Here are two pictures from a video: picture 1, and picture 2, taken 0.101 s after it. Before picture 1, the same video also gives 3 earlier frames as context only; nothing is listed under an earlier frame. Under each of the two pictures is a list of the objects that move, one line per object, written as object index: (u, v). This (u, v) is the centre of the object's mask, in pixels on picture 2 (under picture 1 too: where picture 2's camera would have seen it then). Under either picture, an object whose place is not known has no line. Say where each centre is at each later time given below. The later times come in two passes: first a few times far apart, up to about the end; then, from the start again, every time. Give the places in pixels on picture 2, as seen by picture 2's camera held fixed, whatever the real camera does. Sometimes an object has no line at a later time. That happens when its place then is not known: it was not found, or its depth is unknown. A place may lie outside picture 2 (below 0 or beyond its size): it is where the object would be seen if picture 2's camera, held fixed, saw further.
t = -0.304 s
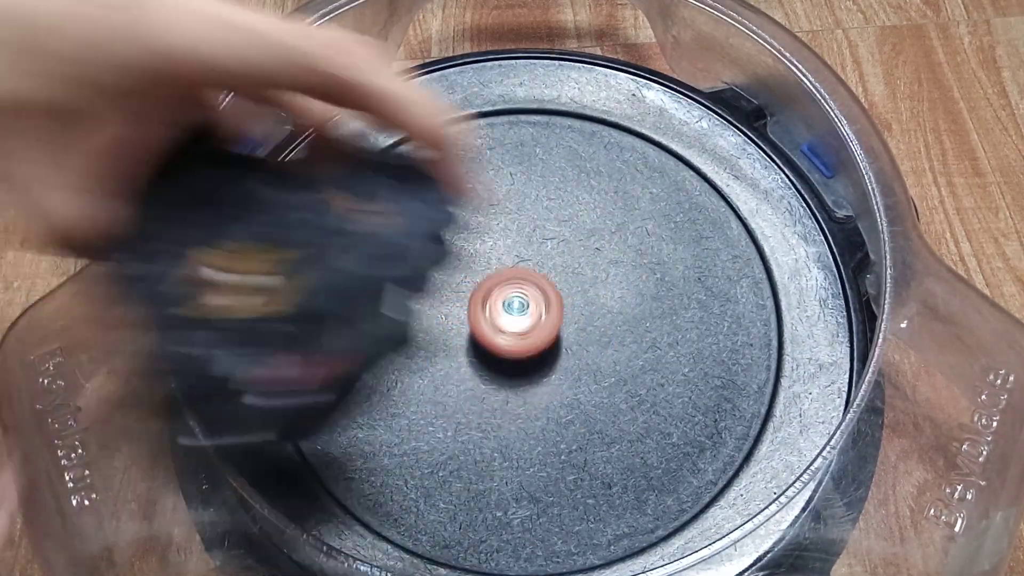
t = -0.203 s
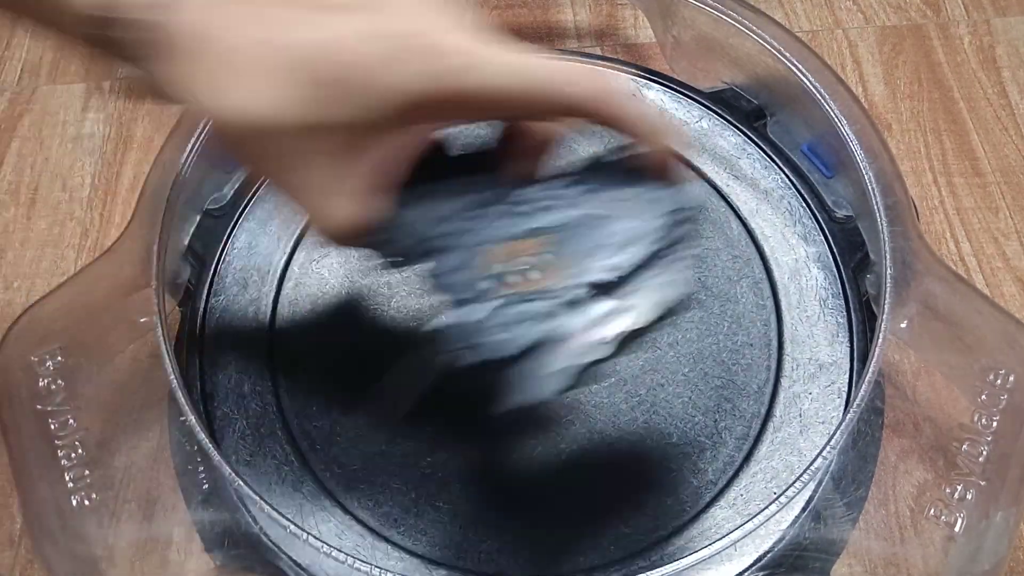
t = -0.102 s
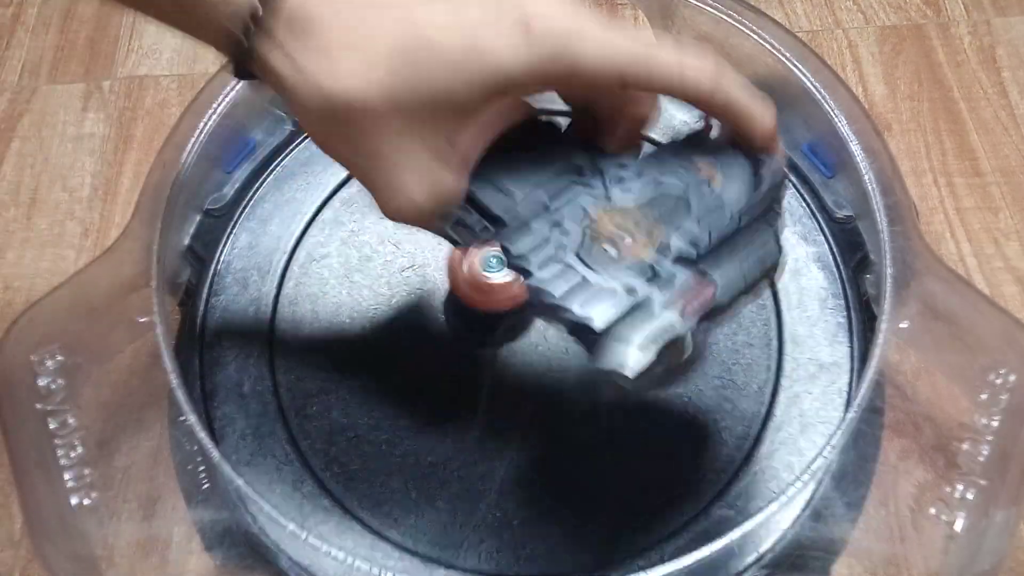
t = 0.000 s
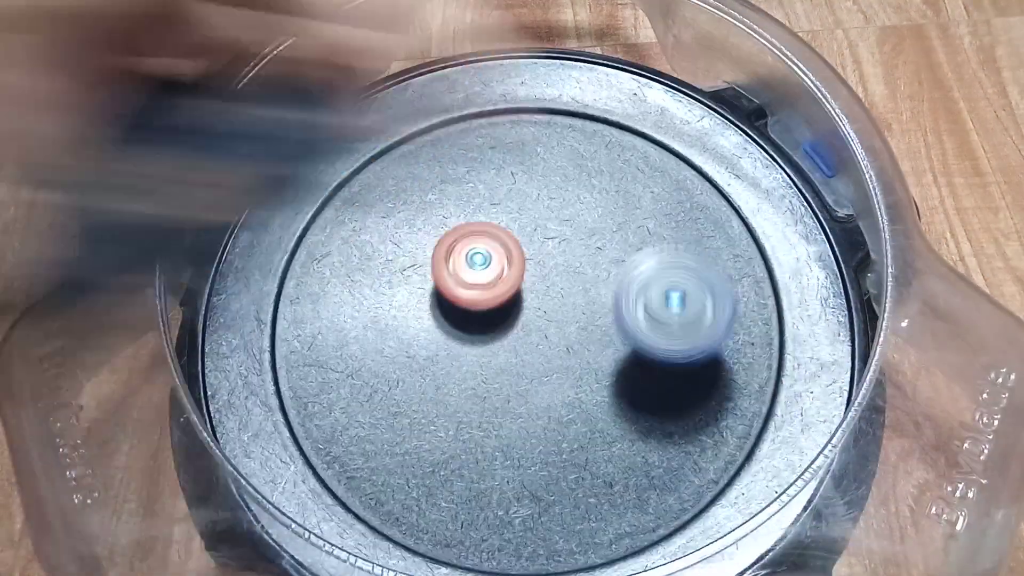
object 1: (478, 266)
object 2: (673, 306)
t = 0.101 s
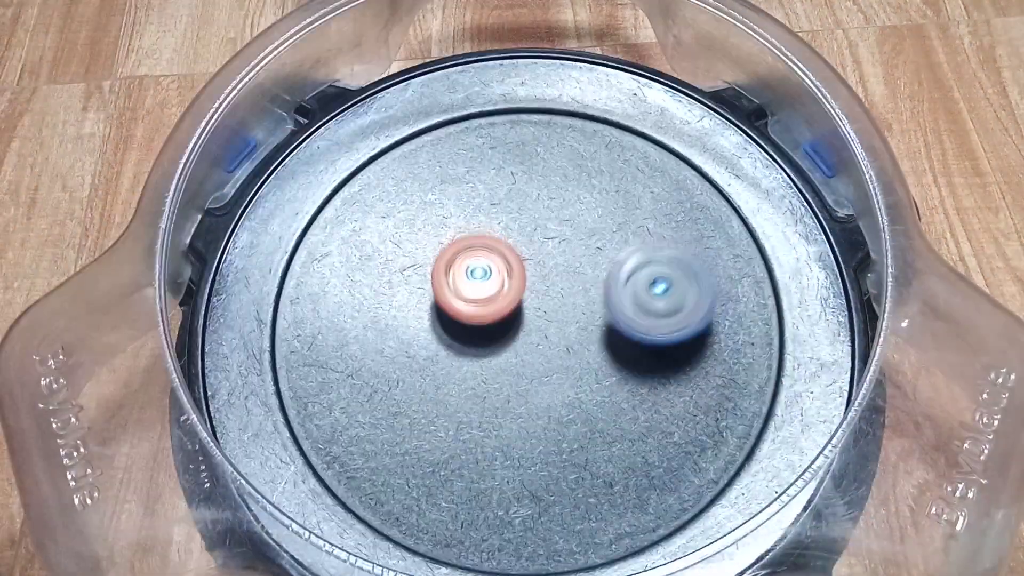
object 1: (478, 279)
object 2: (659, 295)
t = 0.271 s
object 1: (496, 311)
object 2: (609, 280)
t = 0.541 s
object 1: (404, 351)
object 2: (661, 253)
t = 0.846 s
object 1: (512, 348)
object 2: (612, 303)
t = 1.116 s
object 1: (506, 315)
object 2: (601, 209)
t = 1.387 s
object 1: (478, 291)
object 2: (621, 269)
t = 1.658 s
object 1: (305, 340)
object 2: (587, 281)
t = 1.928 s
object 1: (412, 353)
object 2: (535, 265)
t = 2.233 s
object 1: (480, 479)
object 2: (589, 142)
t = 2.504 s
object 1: (543, 426)
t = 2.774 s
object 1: (303, 367)
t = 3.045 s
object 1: (126, 416)
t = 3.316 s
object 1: (136, 435)
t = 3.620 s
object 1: (135, 428)
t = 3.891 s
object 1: (134, 412)
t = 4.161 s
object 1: (132, 413)
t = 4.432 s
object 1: (133, 415)
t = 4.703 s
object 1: (132, 418)
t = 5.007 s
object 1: (126, 418)
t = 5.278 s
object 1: (127, 422)
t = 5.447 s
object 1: (126, 425)
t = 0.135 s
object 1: (479, 287)
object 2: (651, 287)
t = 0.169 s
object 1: (483, 295)
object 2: (642, 280)
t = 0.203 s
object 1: (487, 302)
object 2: (629, 284)
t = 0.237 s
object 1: (491, 307)
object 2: (618, 287)
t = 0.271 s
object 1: (496, 311)
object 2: (609, 280)
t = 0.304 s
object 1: (492, 317)
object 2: (607, 279)
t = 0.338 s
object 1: (465, 329)
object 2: (618, 267)
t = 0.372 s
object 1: (441, 339)
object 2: (629, 258)
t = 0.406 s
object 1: (423, 346)
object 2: (639, 252)
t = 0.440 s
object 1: (411, 351)
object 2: (647, 248)
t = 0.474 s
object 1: (404, 352)
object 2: (653, 248)
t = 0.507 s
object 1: (401, 352)
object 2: (656, 250)
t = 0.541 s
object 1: (404, 351)
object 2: (661, 253)
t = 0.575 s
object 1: (411, 351)
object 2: (664, 259)
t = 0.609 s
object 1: (422, 349)
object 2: (664, 268)
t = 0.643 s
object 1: (433, 348)
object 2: (665, 277)
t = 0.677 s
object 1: (448, 348)
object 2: (665, 285)
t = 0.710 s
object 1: (462, 348)
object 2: (663, 295)
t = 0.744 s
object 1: (477, 348)
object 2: (656, 302)
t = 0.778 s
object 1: (491, 348)
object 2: (644, 305)
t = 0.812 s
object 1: (505, 347)
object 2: (628, 307)
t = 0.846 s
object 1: (512, 348)
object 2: (612, 303)
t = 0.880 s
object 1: (511, 349)
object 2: (604, 294)
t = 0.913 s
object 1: (508, 350)
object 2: (597, 282)
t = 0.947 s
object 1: (505, 347)
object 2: (592, 268)
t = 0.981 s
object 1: (504, 343)
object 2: (588, 255)
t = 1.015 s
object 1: (505, 336)
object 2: (587, 242)
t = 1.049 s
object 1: (506, 328)
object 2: (588, 228)
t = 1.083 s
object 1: (506, 321)
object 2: (593, 217)
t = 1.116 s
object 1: (506, 315)
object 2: (601, 209)
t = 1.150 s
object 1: (505, 310)
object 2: (612, 203)
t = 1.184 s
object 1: (503, 304)
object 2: (623, 202)
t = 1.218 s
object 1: (500, 298)
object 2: (634, 207)
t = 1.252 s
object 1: (496, 293)
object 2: (641, 214)
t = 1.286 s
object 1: (490, 289)
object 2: (643, 226)
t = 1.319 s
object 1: (485, 287)
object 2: (641, 240)
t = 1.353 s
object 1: (481, 288)
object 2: (635, 255)
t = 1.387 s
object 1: (478, 291)
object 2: (621, 269)
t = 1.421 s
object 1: (478, 295)
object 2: (603, 283)
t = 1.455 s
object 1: (475, 300)
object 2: (587, 289)
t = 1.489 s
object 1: (428, 310)
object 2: (596, 290)
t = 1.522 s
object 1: (386, 320)
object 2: (600, 285)
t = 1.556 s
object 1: (351, 328)
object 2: (599, 283)
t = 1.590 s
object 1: (324, 333)
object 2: (595, 282)
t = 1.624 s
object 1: (309, 337)
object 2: (591, 281)
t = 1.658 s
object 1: (305, 340)
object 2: (587, 281)
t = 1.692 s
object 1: (309, 343)
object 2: (582, 280)
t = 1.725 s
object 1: (317, 346)
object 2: (576, 280)
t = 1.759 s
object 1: (327, 350)
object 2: (569, 279)
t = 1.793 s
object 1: (341, 352)
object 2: (563, 278)
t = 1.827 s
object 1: (357, 354)
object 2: (555, 275)
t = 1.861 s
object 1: (374, 355)
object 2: (548, 273)
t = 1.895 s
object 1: (393, 355)
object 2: (541, 270)
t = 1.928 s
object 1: (412, 353)
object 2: (535, 265)
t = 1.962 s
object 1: (432, 351)
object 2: (530, 259)
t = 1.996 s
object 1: (451, 346)
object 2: (526, 254)
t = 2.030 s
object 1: (468, 342)
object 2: (524, 250)
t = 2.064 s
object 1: (483, 337)
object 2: (523, 247)
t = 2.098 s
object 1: (490, 353)
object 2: (526, 237)
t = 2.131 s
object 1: (484, 396)
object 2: (539, 201)
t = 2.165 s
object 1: (481, 430)
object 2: (551, 176)
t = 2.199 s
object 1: (479, 459)
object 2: (570, 155)
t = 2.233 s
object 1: (480, 479)
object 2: (589, 142)
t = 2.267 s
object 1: (483, 490)
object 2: (616, 133)
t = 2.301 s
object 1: (488, 491)
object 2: (641, 134)
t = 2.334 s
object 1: (496, 485)
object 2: (669, 144)
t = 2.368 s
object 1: (505, 477)
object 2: (691, 163)
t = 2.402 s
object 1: (515, 466)
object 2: (707, 193)
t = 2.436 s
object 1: (526, 454)
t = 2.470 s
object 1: (535, 440)
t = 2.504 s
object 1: (543, 426)
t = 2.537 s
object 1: (547, 412)
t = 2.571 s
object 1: (501, 413)
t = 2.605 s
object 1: (447, 412)
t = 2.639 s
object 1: (401, 408)
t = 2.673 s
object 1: (364, 399)
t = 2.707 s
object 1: (334, 388)
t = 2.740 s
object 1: (315, 377)
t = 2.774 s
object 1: (303, 367)
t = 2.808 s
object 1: (298, 359)
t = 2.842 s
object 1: (300, 352)
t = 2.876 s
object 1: (307, 348)
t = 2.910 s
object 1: (292, 350)
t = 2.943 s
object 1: (229, 354)
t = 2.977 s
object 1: (150, 373)
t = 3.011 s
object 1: (103, 396)
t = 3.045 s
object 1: (126, 416)
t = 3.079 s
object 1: (130, 441)
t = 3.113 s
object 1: (132, 436)
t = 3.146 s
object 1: (135, 425)
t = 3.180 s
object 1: (129, 413)
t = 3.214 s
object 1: (132, 410)
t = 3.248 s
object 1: (129, 415)
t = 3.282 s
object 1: (131, 426)
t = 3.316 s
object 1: (136, 435)
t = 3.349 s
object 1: (138, 440)
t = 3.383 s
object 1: (139, 443)
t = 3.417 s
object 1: (138, 443)
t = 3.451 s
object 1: (137, 443)
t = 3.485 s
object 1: (137, 441)
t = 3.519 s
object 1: (136, 437)
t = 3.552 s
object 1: (136, 434)
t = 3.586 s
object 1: (137, 430)
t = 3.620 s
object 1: (135, 428)
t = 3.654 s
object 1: (135, 426)
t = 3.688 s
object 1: (136, 423)
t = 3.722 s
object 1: (134, 422)
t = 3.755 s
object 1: (132, 420)
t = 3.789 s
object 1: (132, 418)
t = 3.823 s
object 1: (133, 416)
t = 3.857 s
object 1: (135, 414)
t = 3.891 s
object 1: (134, 412)
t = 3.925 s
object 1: (133, 412)
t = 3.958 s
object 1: (131, 411)
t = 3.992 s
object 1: (131, 411)
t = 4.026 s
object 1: (131, 411)
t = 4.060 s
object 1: (130, 411)
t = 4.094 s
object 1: (131, 411)
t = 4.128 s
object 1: (131, 412)
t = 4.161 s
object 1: (132, 413)
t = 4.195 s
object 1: (131, 413)
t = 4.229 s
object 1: (131, 413)
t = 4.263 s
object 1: (132, 413)
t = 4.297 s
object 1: (132, 414)
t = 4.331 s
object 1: (132, 414)
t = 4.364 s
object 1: (132, 414)
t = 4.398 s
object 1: (132, 414)
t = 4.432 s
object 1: (133, 415)
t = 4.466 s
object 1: (133, 416)
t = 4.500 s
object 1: (134, 417)
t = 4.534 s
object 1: (134, 417)
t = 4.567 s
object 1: (134, 418)
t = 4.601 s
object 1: (134, 418)
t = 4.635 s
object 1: (133, 418)
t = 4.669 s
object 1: (133, 418)
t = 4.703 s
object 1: (132, 418)
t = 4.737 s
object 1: (131, 418)
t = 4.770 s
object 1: (131, 418)
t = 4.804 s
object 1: (131, 418)
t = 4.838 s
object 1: (131, 418)
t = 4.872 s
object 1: (130, 419)
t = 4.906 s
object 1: (129, 419)
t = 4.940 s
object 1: (128, 419)
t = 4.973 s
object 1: (127, 419)
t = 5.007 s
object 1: (126, 418)
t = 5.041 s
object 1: (126, 418)
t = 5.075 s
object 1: (126, 418)
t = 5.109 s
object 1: (126, 419)
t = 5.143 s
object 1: (127, 420)
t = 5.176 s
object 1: (127, 420)
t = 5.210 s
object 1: (127, 420)
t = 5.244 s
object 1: (128, 421)
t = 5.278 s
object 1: (127, 422)
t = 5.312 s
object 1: (127, 423)
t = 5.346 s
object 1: (126, 423)
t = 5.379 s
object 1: (126, 425)
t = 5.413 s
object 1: (126, 425)
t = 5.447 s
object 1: (126, 425)
